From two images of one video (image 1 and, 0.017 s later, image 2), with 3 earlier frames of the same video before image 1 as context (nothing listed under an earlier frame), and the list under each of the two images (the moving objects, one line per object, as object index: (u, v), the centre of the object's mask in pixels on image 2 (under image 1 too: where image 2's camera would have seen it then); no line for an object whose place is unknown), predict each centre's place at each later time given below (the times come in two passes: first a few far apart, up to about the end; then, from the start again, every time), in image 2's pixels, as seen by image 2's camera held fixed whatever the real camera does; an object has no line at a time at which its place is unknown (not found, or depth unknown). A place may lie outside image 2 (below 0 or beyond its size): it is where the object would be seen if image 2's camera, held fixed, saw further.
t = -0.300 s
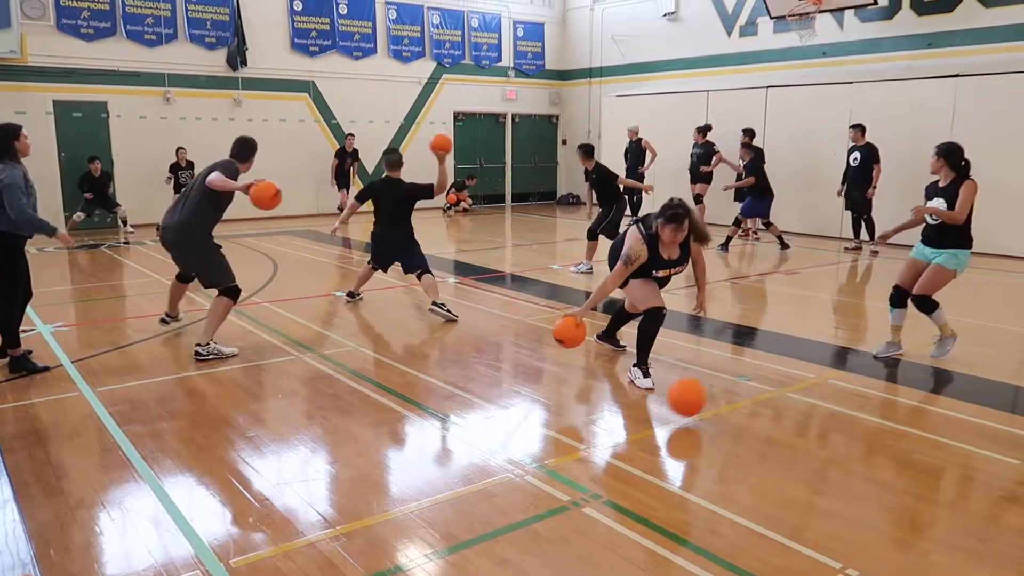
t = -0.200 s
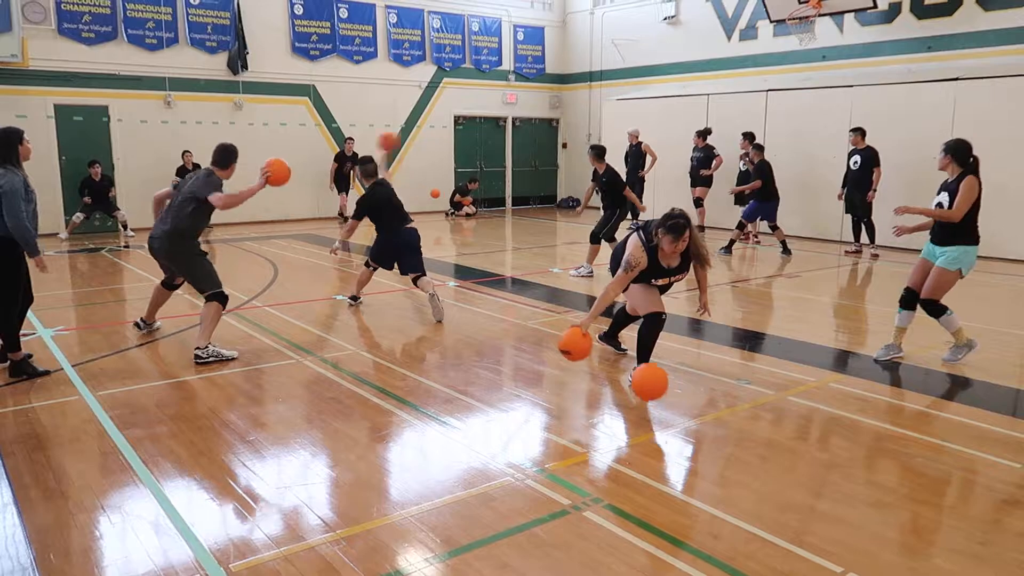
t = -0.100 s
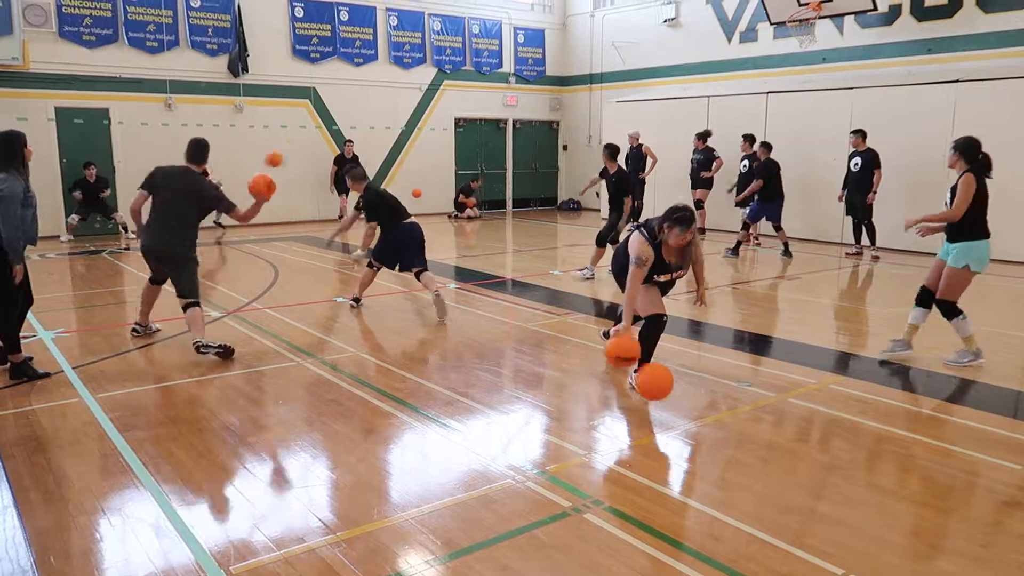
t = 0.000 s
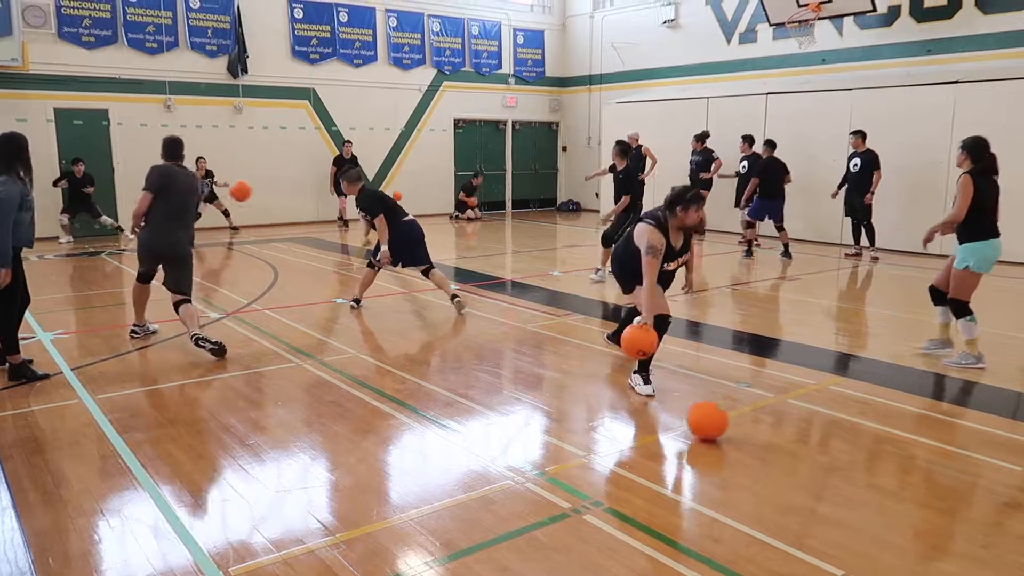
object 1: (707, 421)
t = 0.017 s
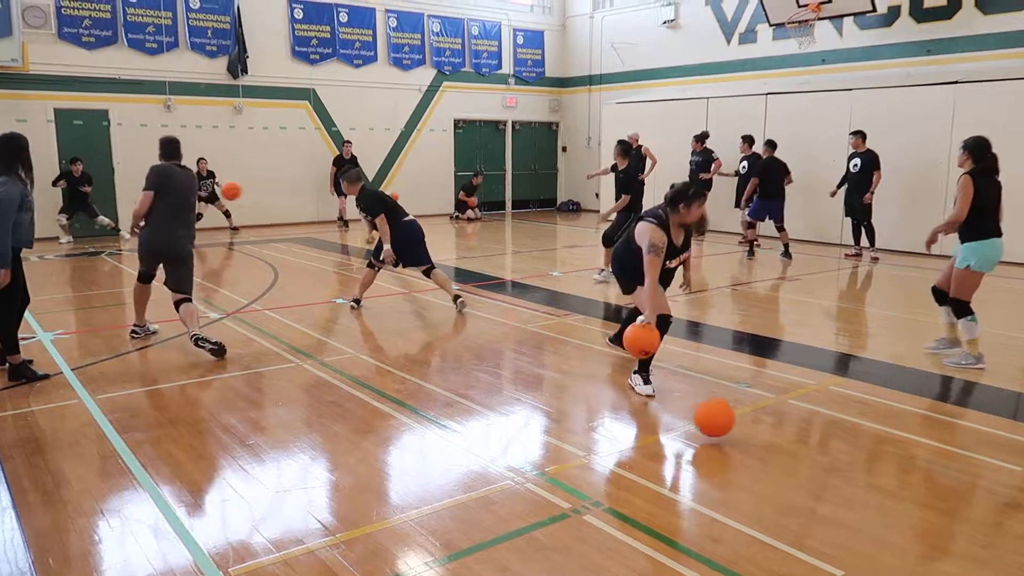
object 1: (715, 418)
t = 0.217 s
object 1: (796, 418)
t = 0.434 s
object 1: (889, 447)
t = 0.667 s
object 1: (1000, 477)
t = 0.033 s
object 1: (721, 415)
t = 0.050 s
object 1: (727, 412)
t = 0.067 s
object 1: (732, 410)
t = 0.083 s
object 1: (740, 409)
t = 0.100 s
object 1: (747, 408)
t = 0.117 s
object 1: (755, 408)
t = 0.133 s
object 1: (761, 409)
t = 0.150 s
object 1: (768, 410)
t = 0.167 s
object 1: (775, 410)
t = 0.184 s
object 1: (782, 412)
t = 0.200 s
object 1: (789, 414)
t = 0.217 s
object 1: (796, 418)
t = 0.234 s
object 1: (802, 419)
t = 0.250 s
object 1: (809, 424)
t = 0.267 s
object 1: (816, 428)
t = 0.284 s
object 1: (824, 433)
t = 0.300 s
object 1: (830, 438)
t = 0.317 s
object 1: (837, 444)
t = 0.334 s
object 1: (843, 450)
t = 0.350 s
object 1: (851, 449)
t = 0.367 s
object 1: (860, 448)
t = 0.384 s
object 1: (866, 447)
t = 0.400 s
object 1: (874, 446)
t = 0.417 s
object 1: (881, 446)
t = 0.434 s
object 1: (889, 447)
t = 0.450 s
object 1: (897, 449)
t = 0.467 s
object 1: (905, 451)
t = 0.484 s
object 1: (913, 453)
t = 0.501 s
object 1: (920, 456)
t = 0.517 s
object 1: (928, 459)
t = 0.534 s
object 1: (935, 463)
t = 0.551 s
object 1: (943, 468)
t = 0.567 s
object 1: (952, 471)
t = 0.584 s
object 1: (960, 470)
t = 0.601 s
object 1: (968, 471)
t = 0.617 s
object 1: (976, 472)
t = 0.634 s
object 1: (985, 473)
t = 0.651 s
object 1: (993, 474)
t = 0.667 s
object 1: (1000, 477)
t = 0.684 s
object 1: (1005, 479)
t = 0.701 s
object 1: (1009, 481)
